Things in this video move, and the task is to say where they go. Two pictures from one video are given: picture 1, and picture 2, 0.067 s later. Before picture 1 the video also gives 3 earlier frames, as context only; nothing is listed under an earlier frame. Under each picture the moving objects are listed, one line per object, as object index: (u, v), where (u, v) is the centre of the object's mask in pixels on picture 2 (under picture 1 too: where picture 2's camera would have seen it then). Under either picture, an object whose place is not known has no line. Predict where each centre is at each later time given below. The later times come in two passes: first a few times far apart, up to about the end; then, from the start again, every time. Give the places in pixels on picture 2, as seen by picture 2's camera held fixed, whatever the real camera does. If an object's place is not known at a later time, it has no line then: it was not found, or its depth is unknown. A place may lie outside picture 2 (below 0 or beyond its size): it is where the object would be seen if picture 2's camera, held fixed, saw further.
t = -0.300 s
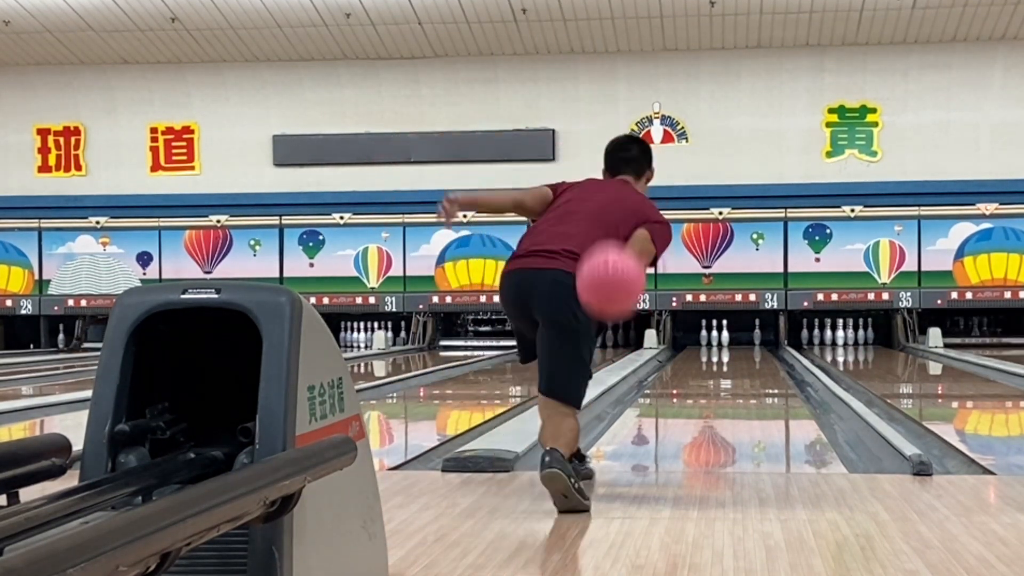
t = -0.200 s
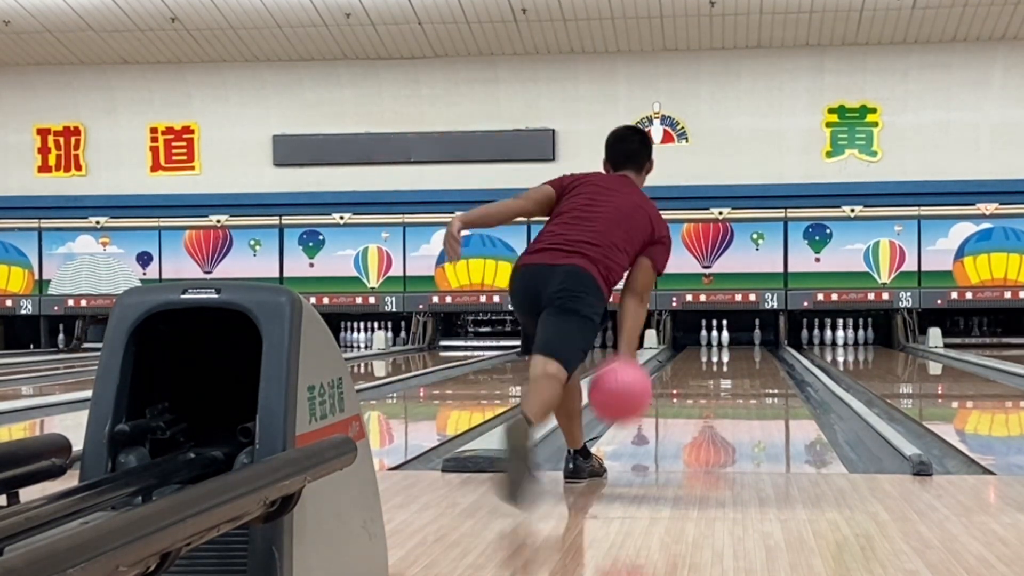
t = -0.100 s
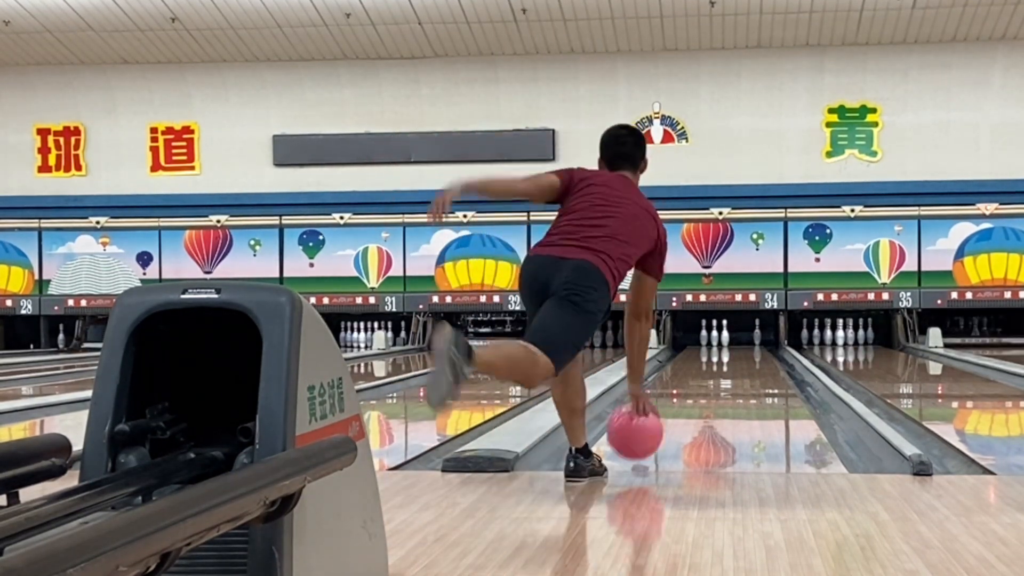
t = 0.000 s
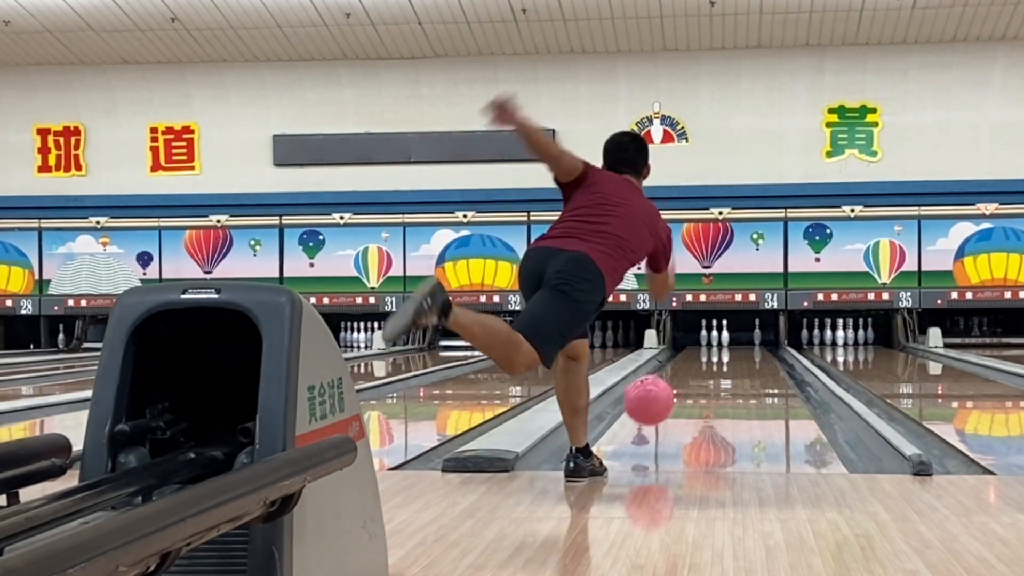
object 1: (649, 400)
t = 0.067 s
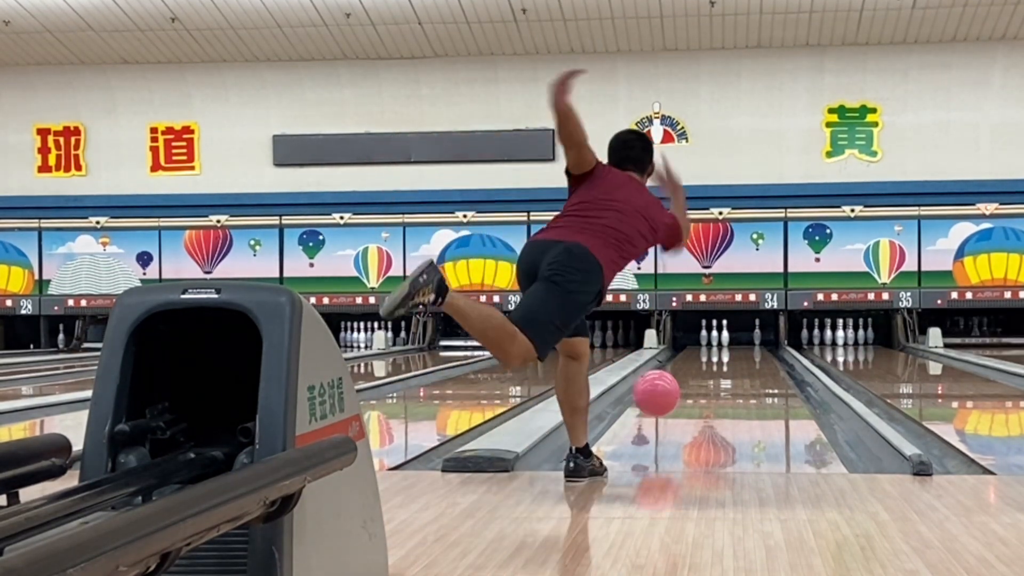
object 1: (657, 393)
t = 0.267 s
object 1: (674, 398)
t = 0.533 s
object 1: (688, 381)
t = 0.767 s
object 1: (698, 369)
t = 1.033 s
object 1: (706, 359)
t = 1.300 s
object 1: (711, 352)
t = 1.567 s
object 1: (715, 347)
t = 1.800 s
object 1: (717, 344)
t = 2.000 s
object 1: (718, 341)
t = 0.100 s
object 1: (660, 394)
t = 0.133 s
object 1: (663, 396)
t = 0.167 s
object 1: (666, 400)
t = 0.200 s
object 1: (669, 404)
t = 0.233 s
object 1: (671, 400)
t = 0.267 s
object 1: (674, 398)
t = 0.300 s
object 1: (676, 395)
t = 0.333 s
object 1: (678, 393)
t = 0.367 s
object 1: (680, 390)
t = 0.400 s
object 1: (682, 388)
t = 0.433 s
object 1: (684, 386)
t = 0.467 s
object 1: (685, 384)
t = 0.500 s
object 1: (686, 382)
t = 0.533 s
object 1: (688, 381)
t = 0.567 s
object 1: (690, 379)
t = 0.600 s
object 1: (691, 377)
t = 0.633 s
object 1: (693, 375)
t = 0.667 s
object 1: (694, 374)
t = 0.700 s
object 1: (695, 374)
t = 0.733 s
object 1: (698, 371)
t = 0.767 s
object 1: (698, 369)
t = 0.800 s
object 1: (699, 368)
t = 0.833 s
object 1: (700, 366)
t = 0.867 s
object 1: (701, 365)
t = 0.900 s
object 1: (702, 364)
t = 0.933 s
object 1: (703, 363)
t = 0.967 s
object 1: (704, 362)
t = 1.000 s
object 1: (705, 360)
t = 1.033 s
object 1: (706, 359)
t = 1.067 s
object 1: (706, 358)
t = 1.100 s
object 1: (707, 357)
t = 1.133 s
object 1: (708, 356)
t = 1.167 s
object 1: (708, 355)
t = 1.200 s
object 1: (709, 355)
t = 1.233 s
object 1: (710, 354)
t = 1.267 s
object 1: (710, 353)
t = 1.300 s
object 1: (711, 352)
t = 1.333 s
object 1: (711, 352)
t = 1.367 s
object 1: (711, 351)
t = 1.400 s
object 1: (712, 350)
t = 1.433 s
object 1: (713, 350)
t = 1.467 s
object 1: (713, 348)
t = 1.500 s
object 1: (714, 348)
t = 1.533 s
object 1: (715, 347)
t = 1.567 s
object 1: (715, 347)
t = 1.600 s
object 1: (715, 347)
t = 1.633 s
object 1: (716, 346)
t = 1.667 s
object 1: (716, 345)
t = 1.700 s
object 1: (716, 345)
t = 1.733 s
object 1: (717, 345)
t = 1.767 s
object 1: (717, 344)
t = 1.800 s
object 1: (717, 344)
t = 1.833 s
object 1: (717, 343)
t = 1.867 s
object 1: (717, 343)
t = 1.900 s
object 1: (718, 342)
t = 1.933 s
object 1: (718, 342)
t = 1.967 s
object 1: (718, 341)
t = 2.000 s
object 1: (718, 341)
